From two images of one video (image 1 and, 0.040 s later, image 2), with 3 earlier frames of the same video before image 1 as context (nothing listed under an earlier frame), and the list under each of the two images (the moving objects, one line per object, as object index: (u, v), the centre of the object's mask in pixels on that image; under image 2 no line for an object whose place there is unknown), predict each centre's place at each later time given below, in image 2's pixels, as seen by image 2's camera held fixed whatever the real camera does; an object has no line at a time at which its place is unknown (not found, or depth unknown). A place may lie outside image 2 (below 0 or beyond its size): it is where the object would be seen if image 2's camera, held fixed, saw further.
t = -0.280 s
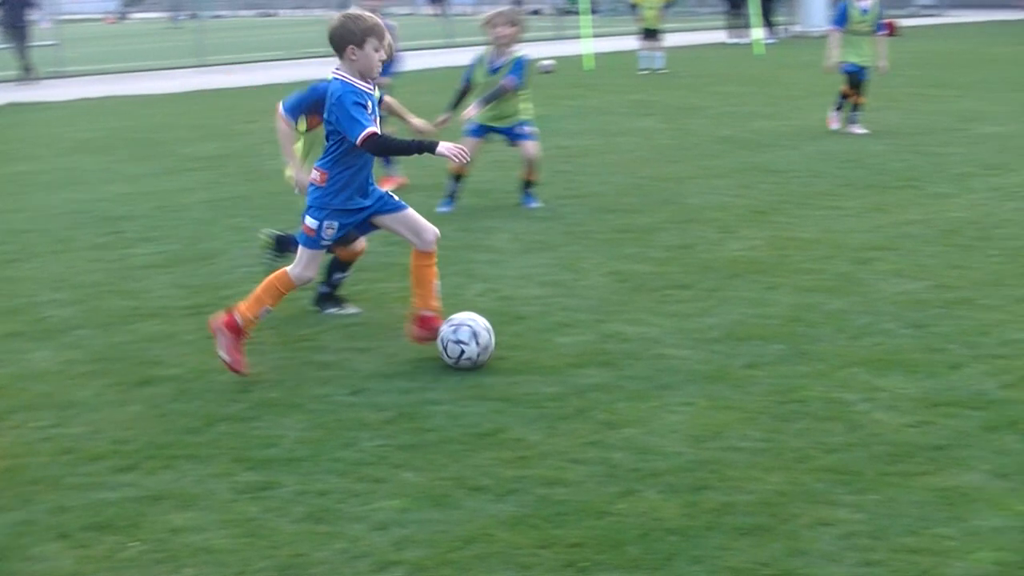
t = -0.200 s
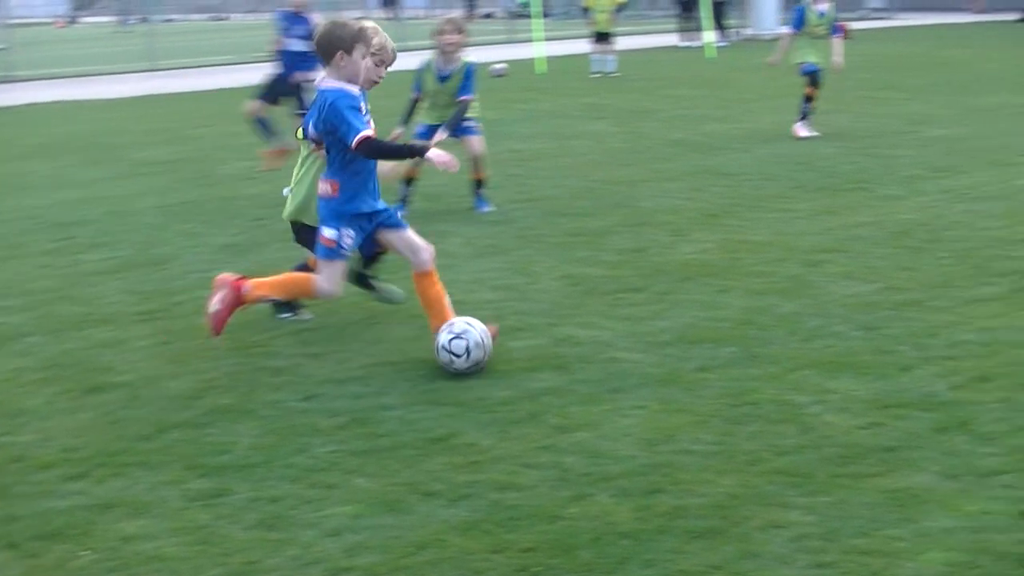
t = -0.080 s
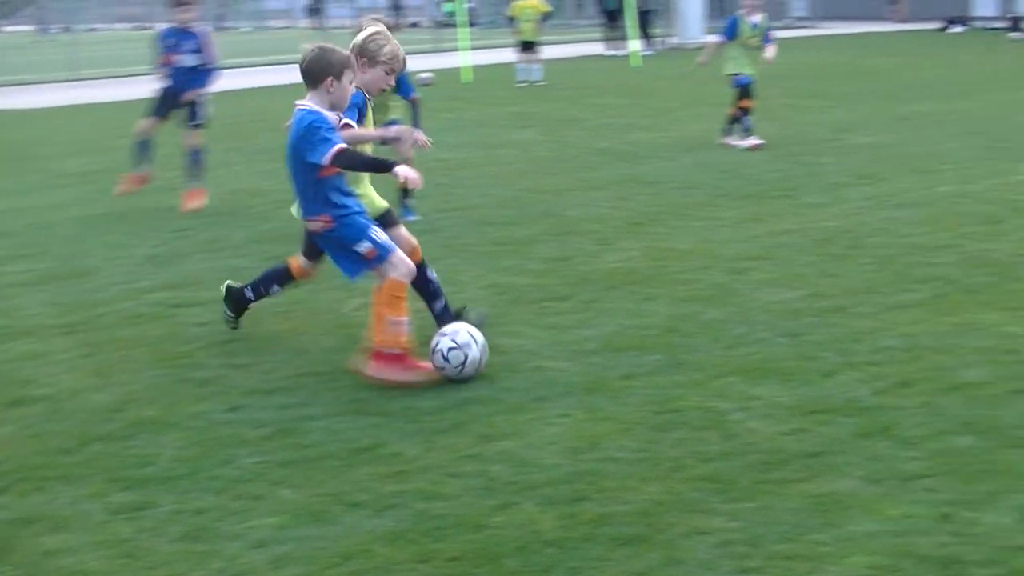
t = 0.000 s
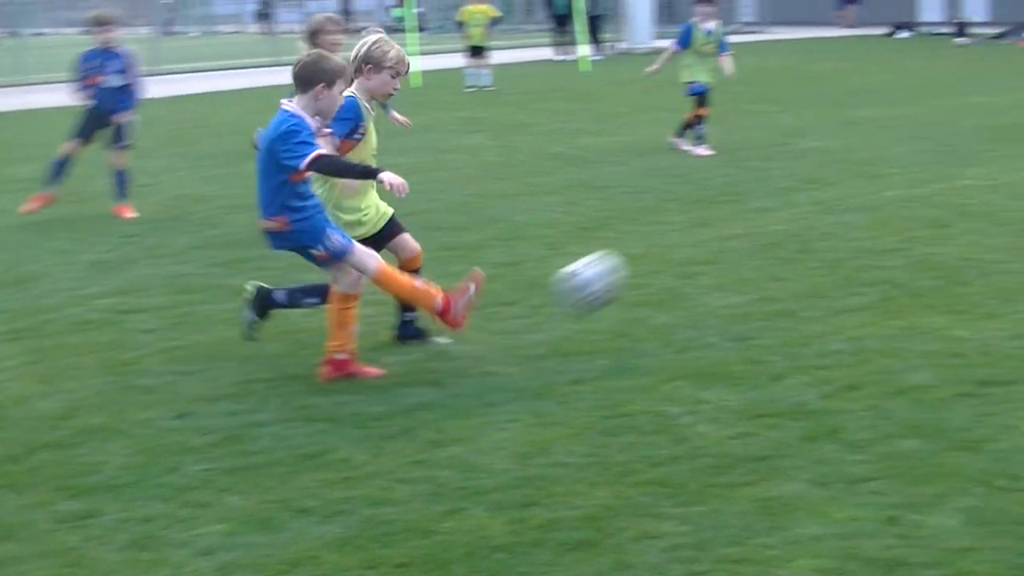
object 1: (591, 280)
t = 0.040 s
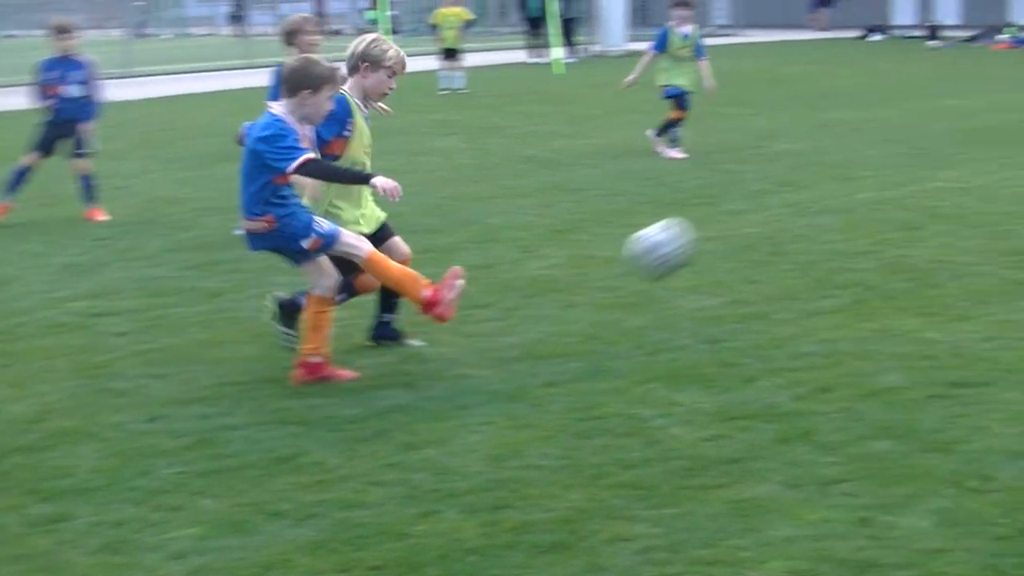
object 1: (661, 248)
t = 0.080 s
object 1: (750, 216)
